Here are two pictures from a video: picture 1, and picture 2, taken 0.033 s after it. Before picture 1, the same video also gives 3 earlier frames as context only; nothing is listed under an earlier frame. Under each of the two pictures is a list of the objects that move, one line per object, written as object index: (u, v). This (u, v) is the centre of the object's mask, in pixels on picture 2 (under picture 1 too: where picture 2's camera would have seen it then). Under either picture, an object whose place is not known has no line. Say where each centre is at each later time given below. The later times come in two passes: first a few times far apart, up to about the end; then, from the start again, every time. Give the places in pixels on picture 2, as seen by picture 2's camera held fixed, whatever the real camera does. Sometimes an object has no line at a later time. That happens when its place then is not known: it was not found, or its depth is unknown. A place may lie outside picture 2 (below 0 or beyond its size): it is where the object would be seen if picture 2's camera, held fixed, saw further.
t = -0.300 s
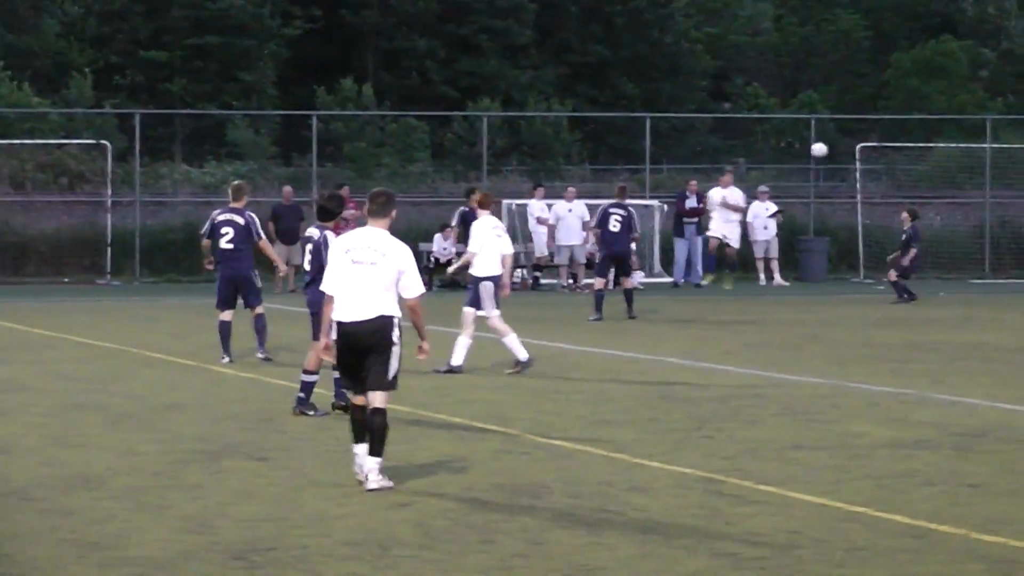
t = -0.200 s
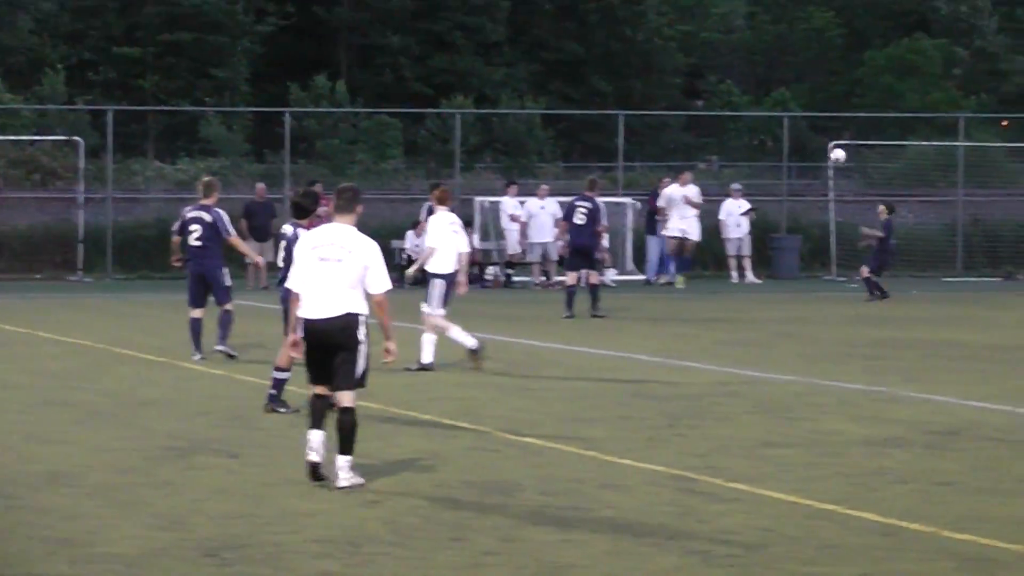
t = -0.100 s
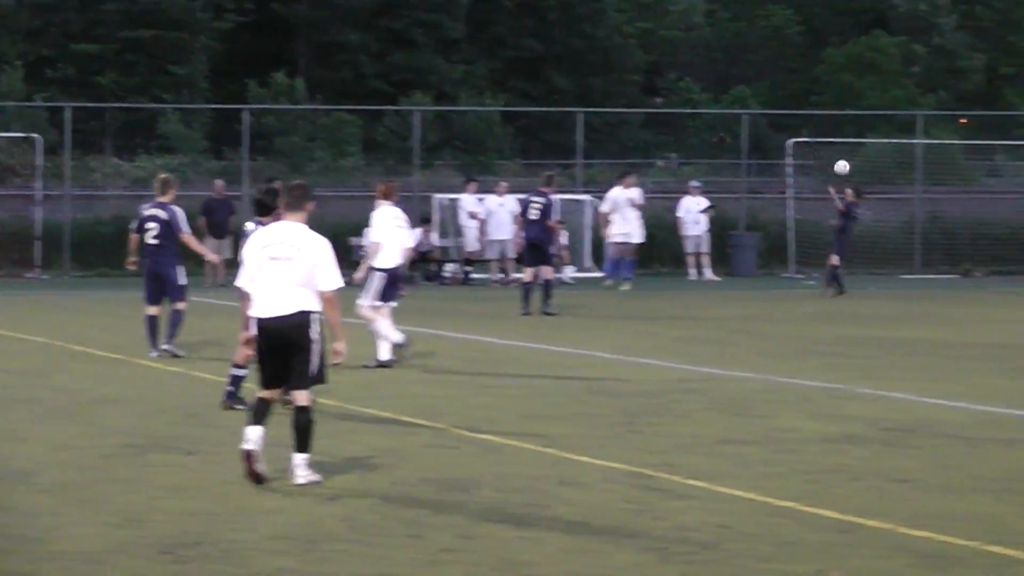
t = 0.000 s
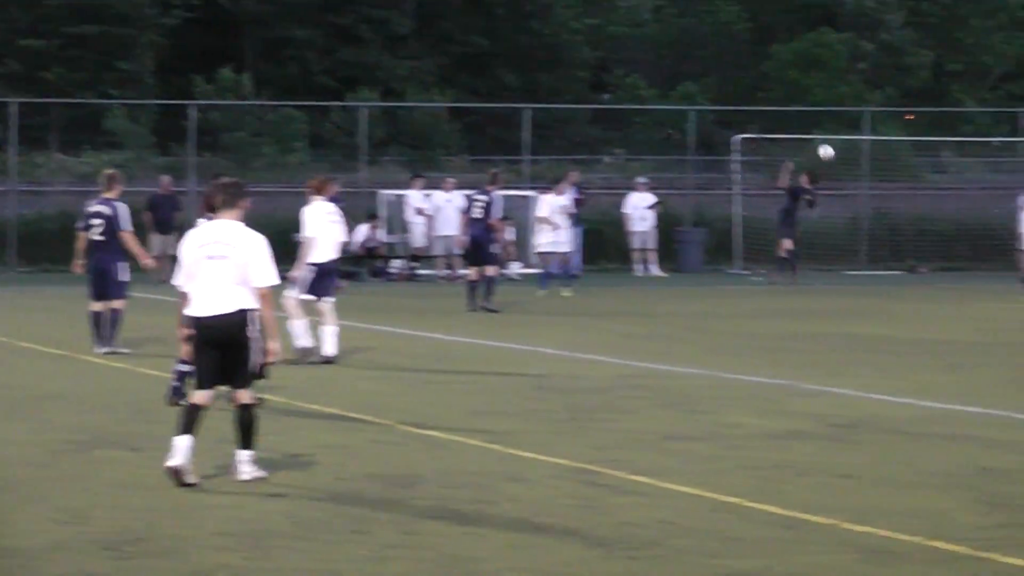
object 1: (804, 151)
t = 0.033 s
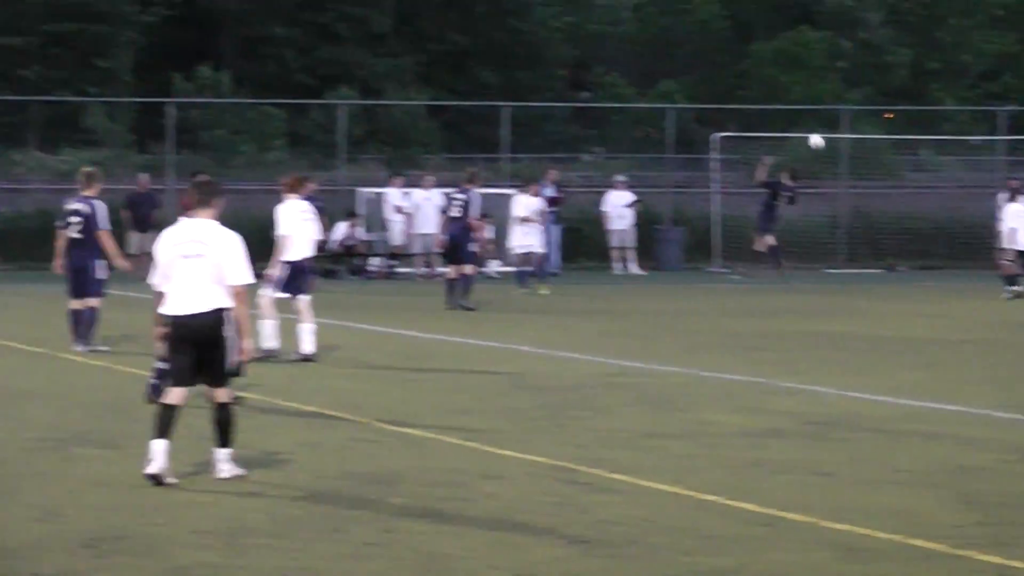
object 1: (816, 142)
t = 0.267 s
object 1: (893, 102)
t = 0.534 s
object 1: (981, 102)
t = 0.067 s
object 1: (827, 133)
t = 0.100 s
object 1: (838, 127)
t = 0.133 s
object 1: (848, 120)
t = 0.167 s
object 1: (859, 114)
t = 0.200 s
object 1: (871, 109)
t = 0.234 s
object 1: (883, 105)
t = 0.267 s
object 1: (893, 102)
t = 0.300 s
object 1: (904, 99)
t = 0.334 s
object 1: (915, 98)
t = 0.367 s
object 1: (926, 96)
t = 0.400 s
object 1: (938, 96)
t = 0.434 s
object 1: (948, 96)
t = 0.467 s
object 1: (959, 97)
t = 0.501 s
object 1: (971, 100)
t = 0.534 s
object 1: (981, 102)
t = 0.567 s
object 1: (992, 105)
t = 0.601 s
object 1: (1003, 110)
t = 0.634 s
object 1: (1014, 115)
